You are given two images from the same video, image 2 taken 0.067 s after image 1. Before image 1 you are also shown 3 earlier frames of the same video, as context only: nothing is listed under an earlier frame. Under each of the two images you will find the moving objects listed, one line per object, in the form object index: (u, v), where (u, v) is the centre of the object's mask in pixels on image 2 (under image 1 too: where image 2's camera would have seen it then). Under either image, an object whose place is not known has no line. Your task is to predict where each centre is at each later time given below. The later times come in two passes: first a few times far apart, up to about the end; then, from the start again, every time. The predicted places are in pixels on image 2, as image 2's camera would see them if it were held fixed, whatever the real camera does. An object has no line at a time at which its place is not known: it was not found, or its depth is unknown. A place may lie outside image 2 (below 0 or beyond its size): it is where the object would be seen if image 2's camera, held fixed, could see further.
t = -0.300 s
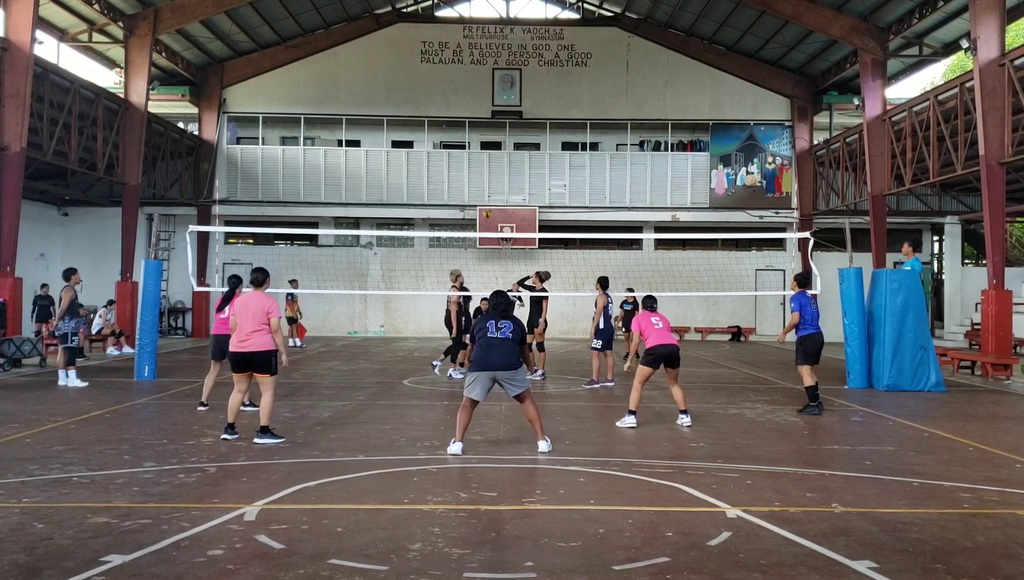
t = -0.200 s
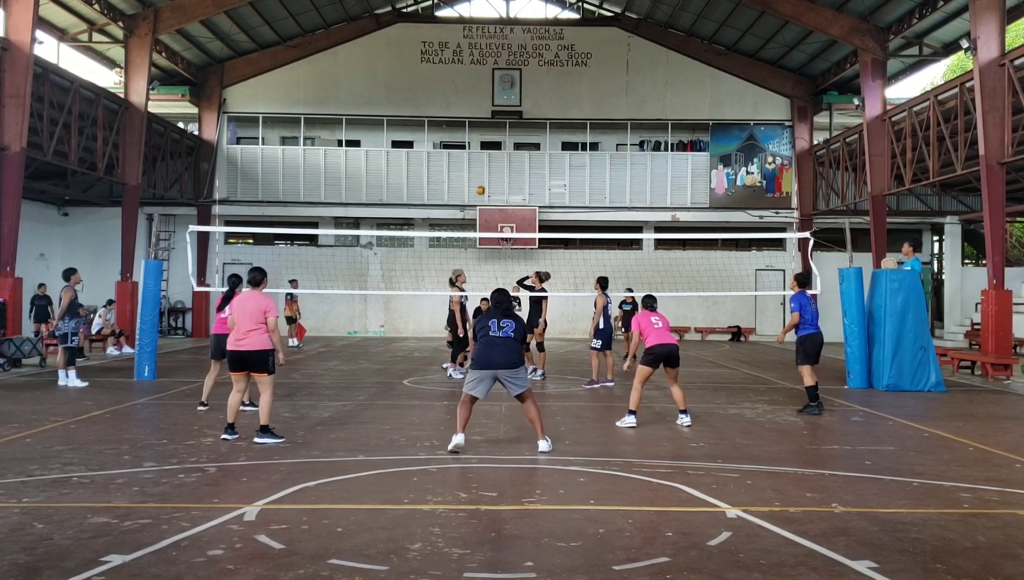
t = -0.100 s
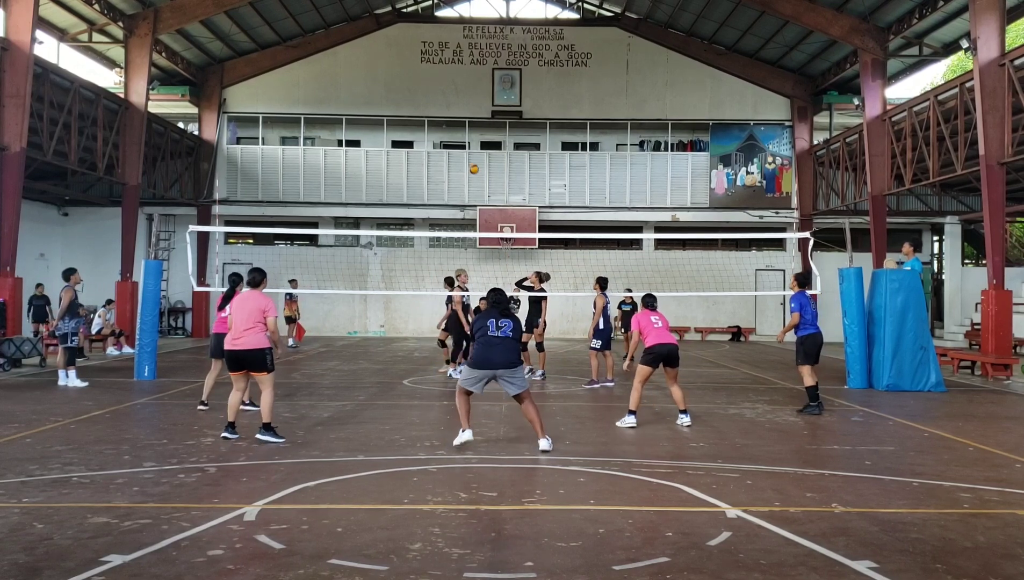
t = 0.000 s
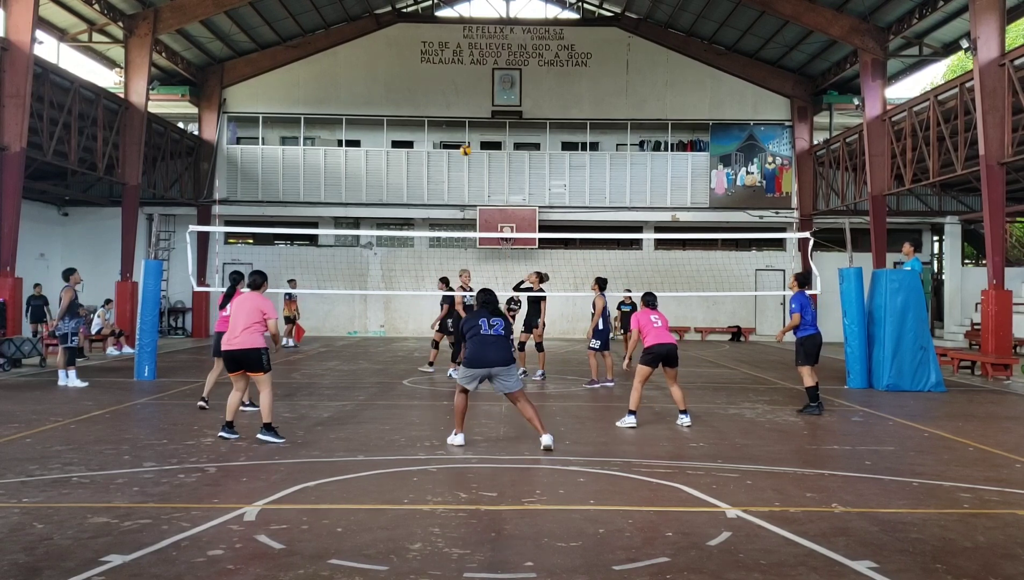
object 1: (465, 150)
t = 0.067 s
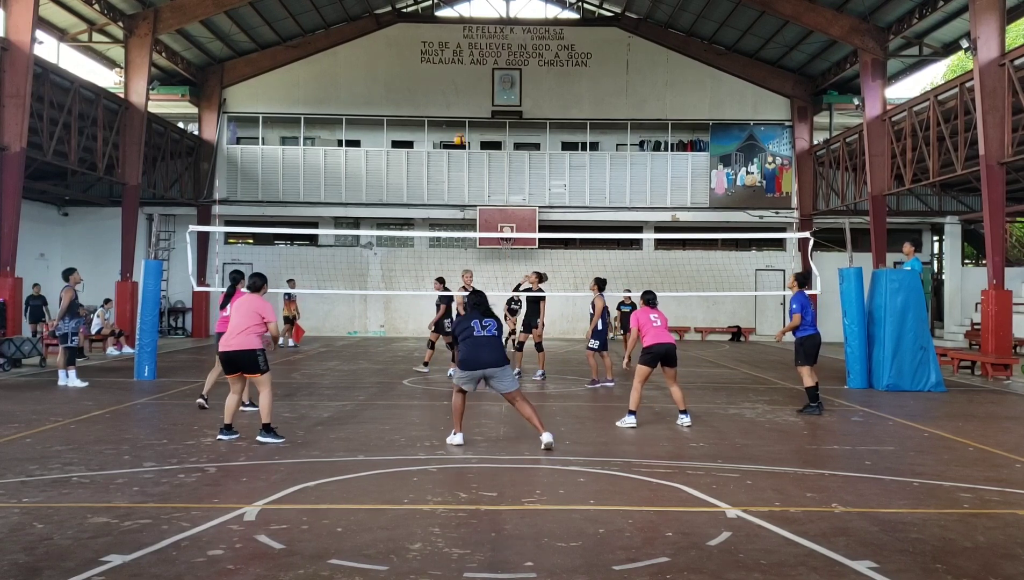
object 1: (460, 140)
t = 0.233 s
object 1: (443, 119)
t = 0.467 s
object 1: (413, 114)
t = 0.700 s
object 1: (377, 153)
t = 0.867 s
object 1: (346, 217)
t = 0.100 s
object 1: (456, 135)
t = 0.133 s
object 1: (453, 130)
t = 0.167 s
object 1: (450, 126)
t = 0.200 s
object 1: (446, 122)
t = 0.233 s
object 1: (443, 119)
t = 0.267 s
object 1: (439, 117)
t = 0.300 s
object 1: (435, 114)
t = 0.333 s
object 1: (431, 113)
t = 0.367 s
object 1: (426, 112)
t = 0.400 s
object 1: (422, 112)
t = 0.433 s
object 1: (418, 113)
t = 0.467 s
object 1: (413, 114)
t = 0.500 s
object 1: (408, 116)
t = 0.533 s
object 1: (403, 120)
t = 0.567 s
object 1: (398, 124)
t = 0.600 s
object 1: (393, 130)
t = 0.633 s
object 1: (388, 136)
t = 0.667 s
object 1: (382, 144)
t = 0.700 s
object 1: (377, 153)
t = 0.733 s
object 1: (371, 163)
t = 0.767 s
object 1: (365, 175)
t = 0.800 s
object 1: (358, 188)
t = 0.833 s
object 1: (352, 203)
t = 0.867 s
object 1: (346, 217)
